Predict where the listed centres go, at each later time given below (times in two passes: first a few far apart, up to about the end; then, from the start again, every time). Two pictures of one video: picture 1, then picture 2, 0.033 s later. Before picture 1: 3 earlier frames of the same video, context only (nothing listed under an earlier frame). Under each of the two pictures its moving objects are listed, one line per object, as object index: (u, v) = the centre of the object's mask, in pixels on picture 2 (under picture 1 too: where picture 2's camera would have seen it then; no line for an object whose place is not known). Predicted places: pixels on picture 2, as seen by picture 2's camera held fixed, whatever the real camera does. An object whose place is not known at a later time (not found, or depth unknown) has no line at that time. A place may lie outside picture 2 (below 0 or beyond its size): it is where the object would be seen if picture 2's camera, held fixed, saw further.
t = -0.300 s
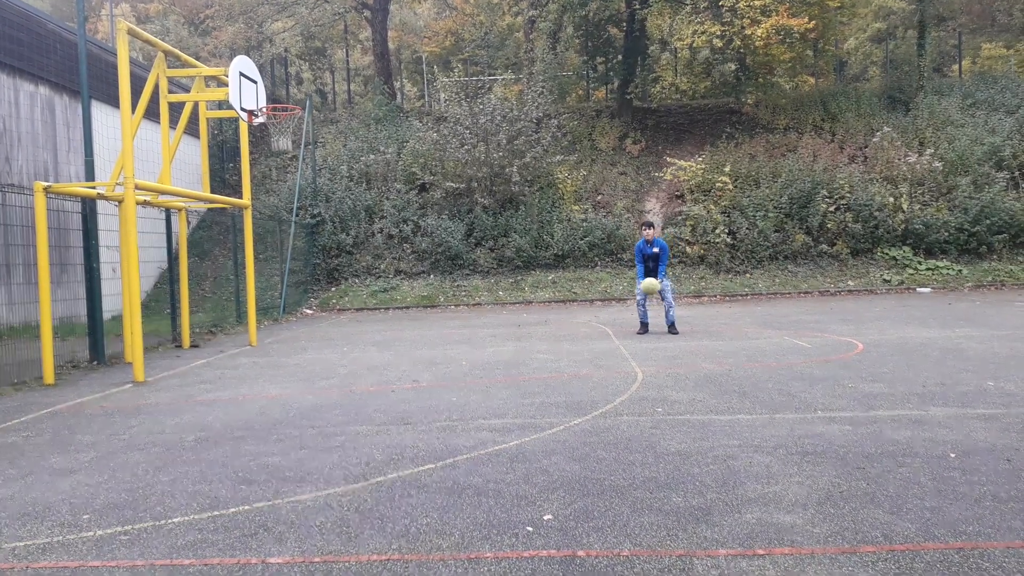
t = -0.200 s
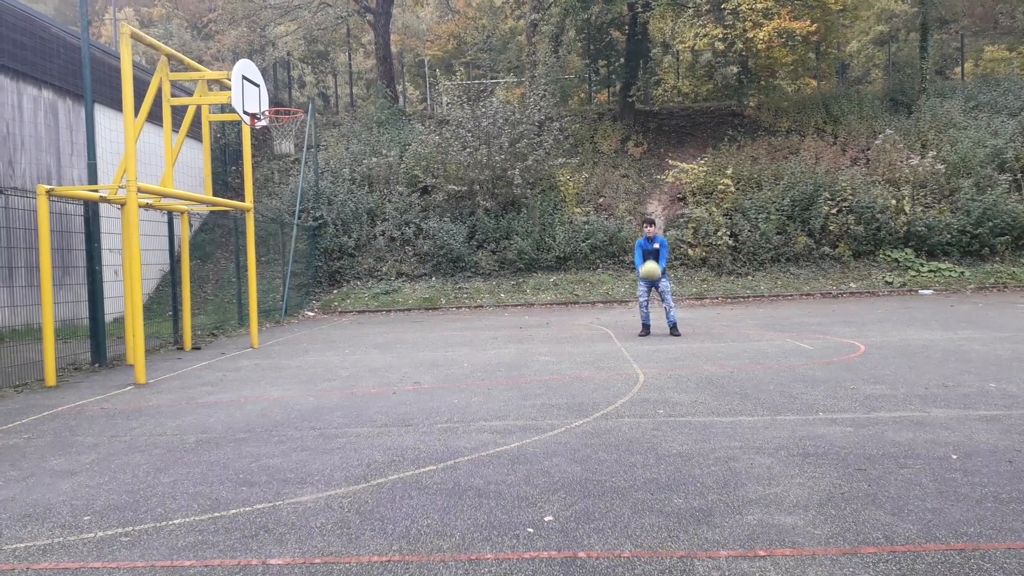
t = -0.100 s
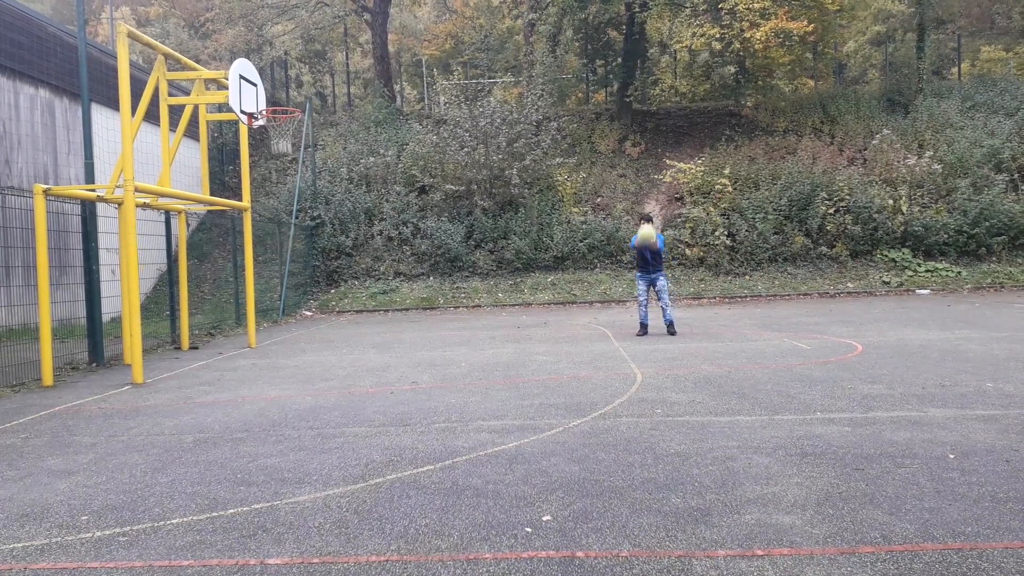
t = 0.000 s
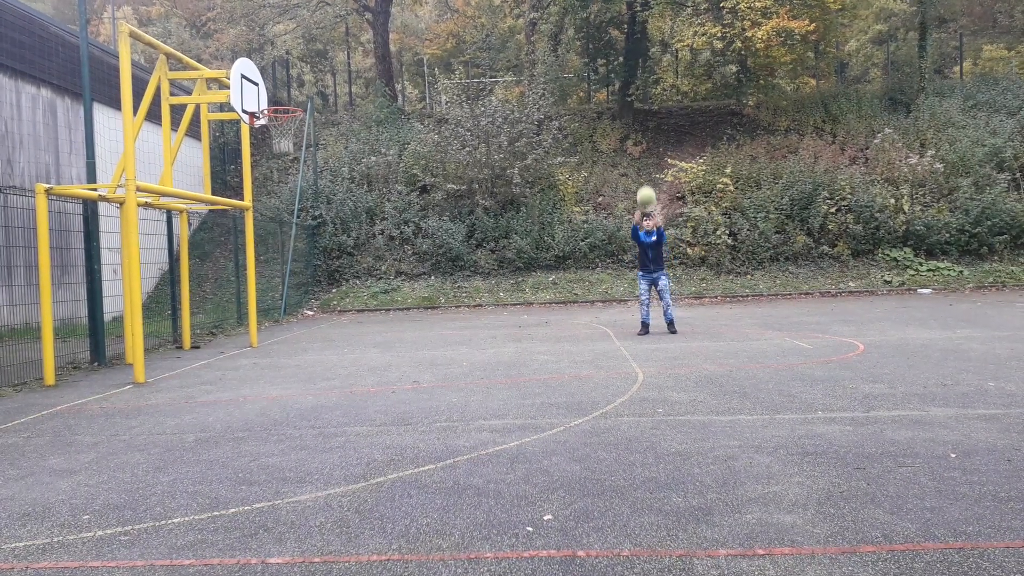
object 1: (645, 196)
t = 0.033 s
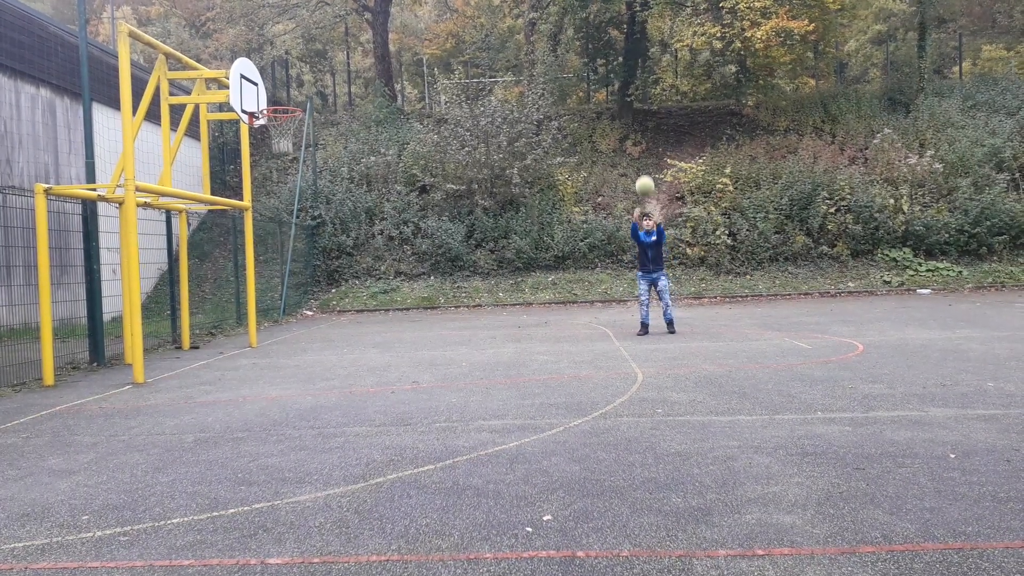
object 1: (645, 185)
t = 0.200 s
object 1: (642, 143)
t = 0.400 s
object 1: (639, 121)
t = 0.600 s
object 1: (637, 129)
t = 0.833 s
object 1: (635, 177)
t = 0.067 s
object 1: (644, 176)
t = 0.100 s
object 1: (644, 166)
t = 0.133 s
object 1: (643, 158)
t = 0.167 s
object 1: (643, 150)
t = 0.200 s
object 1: (642, 143)
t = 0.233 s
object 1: (642, 137)
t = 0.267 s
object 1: (641, 133)
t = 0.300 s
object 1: (640, 128)
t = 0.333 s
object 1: (640, 125)
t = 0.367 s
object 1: (640, 123)
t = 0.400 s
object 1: (639, 121)
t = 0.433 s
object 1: (639, 121)
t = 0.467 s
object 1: (638, 121)
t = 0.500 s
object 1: (638, 121)
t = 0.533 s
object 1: (638, 123)
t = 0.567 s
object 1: (637, 126)
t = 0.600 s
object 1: (637, 129)
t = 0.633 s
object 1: (637, 134)
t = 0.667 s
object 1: (636, 139)
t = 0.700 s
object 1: (636, 144)
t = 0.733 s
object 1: (636, 151)
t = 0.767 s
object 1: (636, 159)
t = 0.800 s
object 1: (636, 167)
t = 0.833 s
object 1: (635, 177)
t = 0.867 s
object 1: (635, 186)
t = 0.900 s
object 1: (636, 199)
